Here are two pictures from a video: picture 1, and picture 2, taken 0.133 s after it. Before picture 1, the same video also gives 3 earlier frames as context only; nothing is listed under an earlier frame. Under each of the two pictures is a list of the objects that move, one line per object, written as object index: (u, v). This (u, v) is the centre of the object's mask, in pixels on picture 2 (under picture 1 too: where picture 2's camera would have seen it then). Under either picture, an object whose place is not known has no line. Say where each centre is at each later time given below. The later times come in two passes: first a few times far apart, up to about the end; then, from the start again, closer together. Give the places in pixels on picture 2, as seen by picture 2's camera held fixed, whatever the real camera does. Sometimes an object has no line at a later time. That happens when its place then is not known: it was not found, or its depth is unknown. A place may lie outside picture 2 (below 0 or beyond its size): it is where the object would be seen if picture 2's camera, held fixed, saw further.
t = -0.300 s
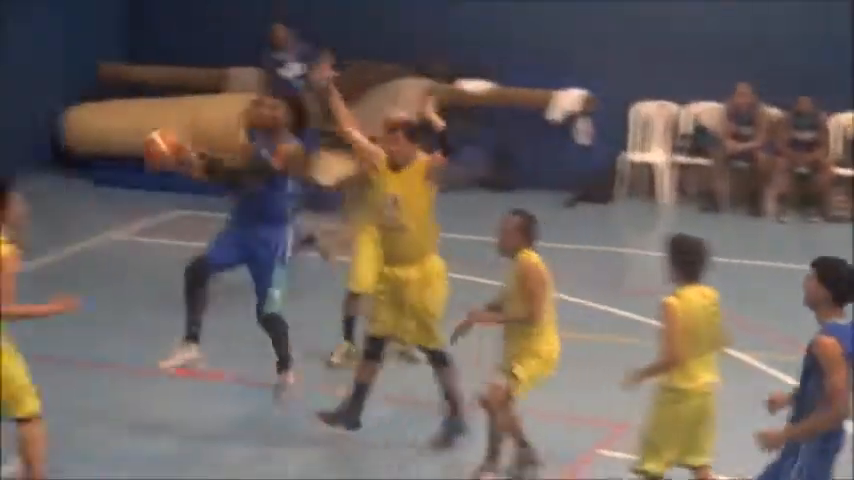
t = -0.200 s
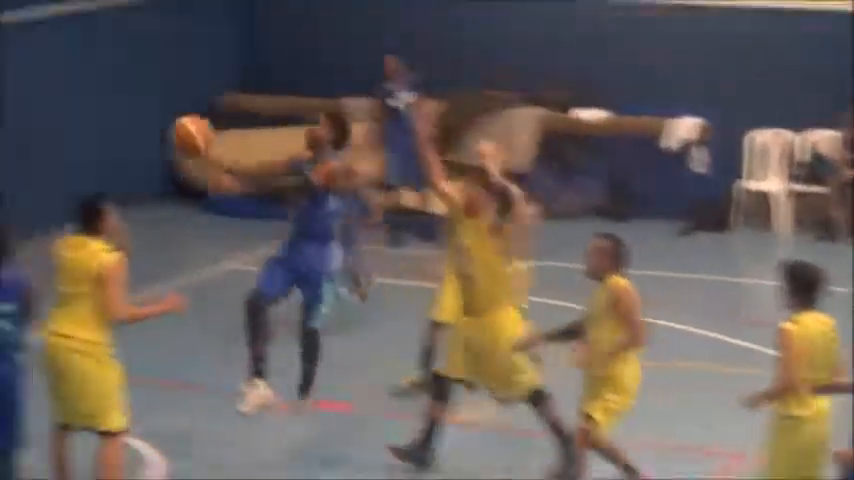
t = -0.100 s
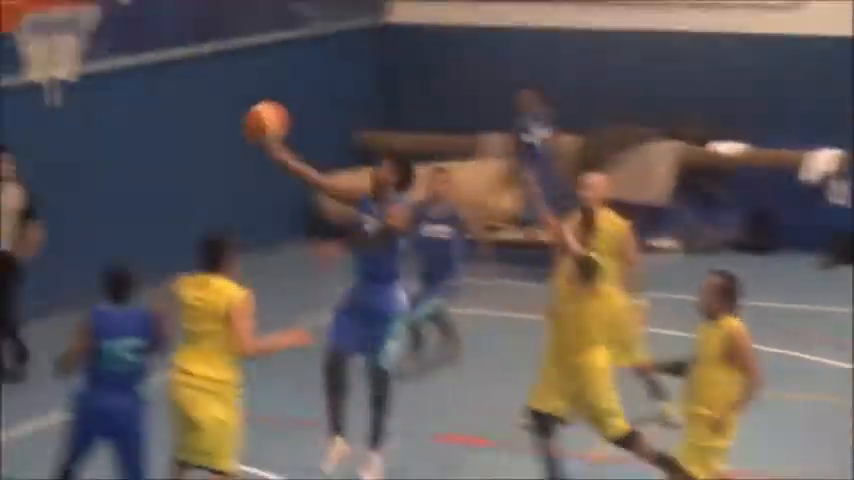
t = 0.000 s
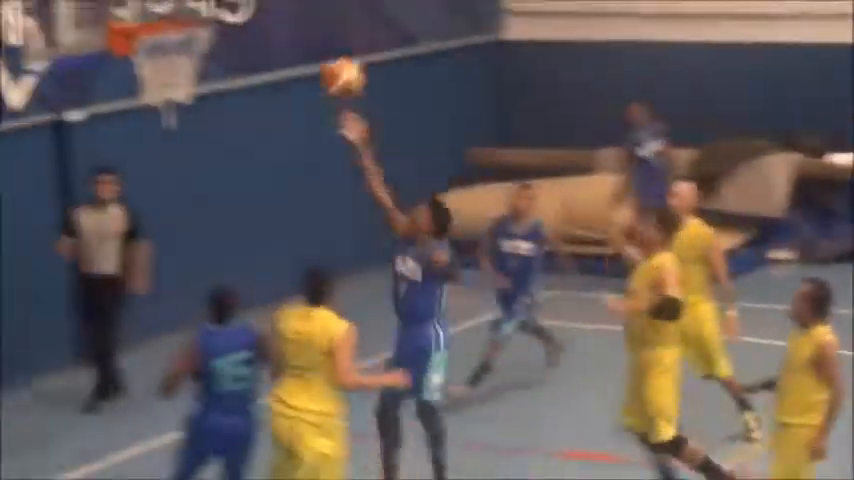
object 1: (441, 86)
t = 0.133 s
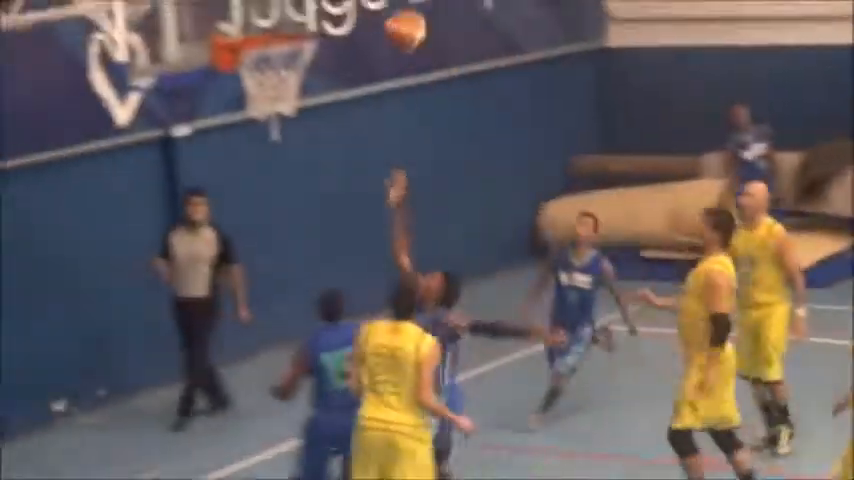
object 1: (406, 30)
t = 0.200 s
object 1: (387, 11)
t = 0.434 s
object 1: (327, 4)
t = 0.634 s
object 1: (273, 37)
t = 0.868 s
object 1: (252, 74)
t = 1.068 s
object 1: (270, 117)
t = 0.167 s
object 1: (395, 18)
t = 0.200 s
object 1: (387, 11)
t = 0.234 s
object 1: (380, 6)
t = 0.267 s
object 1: (370, 5)
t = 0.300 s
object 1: (360, 3)
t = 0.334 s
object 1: (352, 2)
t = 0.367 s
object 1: (345, 1)
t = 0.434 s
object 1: (327, 4)
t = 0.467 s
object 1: (315, 8)
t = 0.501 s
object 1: (306, 16)
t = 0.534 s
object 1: (298, 19)
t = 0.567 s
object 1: (288, 27)
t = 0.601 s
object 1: (281, 34)
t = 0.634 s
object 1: (273, 37)
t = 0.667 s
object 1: (268, 52)
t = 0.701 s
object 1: (258, 61)
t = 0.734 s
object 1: (250, 65)
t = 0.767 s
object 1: (249, 65)
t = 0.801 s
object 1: (248, 67)
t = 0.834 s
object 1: (250, 68)
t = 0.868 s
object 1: (252, 74)
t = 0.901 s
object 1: (254, 76)
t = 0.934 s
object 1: (254, 78)
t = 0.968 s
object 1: (257, 88)
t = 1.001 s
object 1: (264, 96)
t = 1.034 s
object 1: (268, 105)
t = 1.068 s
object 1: (270, 117)
